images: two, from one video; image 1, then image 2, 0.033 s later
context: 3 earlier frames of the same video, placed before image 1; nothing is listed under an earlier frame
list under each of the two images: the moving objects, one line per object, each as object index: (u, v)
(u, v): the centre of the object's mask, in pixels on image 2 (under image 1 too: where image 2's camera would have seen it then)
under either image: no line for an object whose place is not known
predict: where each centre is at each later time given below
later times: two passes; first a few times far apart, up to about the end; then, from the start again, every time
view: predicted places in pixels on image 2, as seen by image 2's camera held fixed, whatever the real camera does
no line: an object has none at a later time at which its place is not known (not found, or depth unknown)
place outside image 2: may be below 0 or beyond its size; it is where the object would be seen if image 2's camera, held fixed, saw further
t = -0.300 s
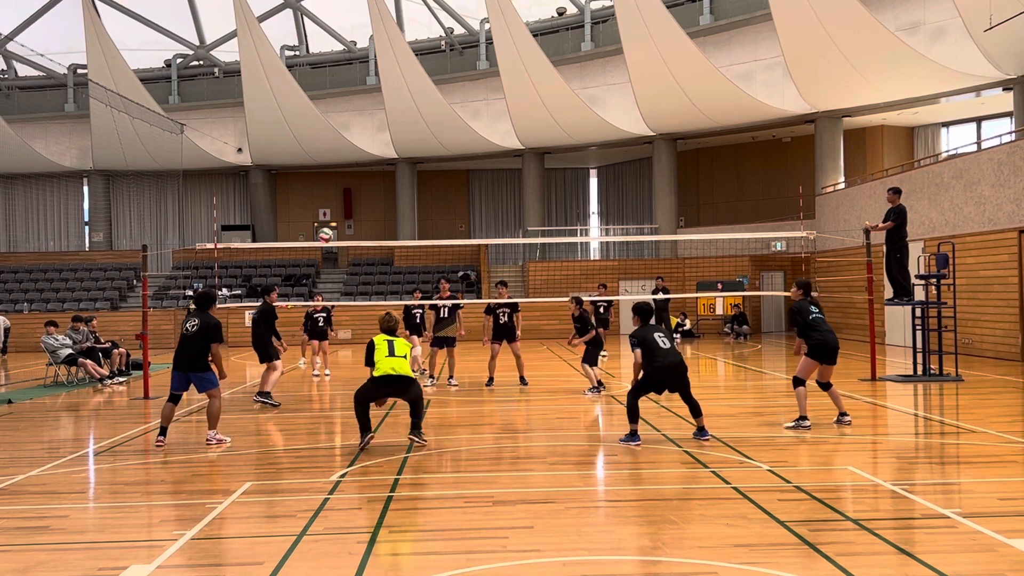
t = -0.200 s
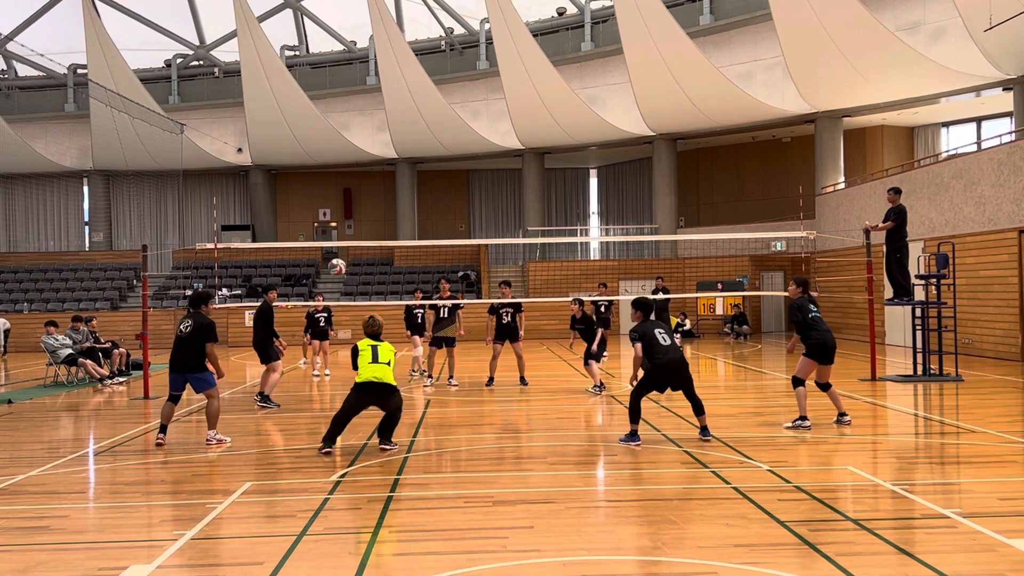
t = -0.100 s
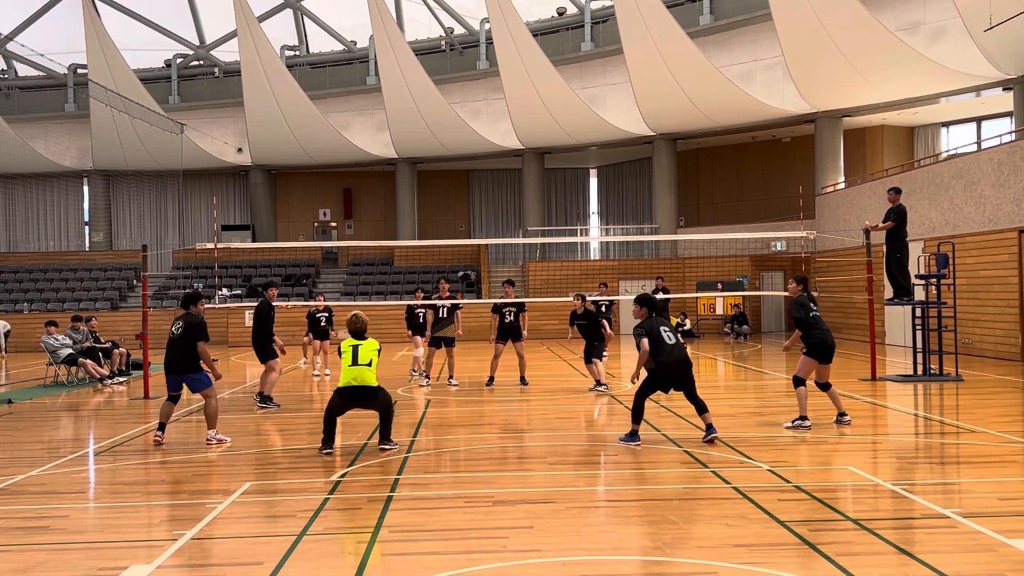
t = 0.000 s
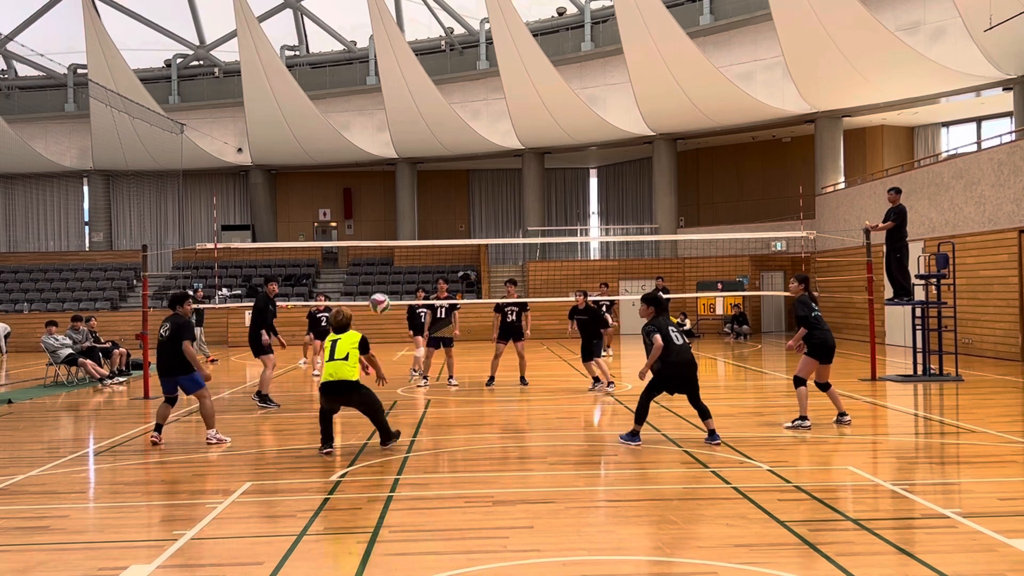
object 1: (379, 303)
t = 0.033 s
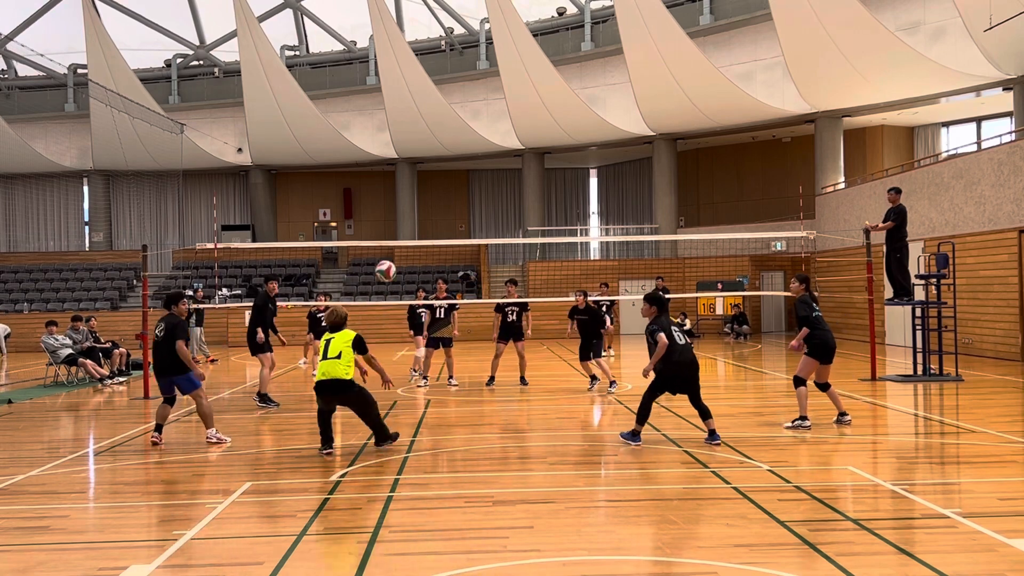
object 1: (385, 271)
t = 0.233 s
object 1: (419, 112)
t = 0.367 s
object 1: (438, 34)
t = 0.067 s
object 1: (391, 240)
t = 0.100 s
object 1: (397, 212)
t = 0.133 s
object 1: (403, 184)
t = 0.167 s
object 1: (408, 159)
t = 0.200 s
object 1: (413, 134)
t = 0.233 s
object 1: (419, 112)
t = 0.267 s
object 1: (424, 91)
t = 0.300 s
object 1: (428, 70)
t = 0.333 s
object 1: (434, 51)
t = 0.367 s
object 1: (438, 34)
